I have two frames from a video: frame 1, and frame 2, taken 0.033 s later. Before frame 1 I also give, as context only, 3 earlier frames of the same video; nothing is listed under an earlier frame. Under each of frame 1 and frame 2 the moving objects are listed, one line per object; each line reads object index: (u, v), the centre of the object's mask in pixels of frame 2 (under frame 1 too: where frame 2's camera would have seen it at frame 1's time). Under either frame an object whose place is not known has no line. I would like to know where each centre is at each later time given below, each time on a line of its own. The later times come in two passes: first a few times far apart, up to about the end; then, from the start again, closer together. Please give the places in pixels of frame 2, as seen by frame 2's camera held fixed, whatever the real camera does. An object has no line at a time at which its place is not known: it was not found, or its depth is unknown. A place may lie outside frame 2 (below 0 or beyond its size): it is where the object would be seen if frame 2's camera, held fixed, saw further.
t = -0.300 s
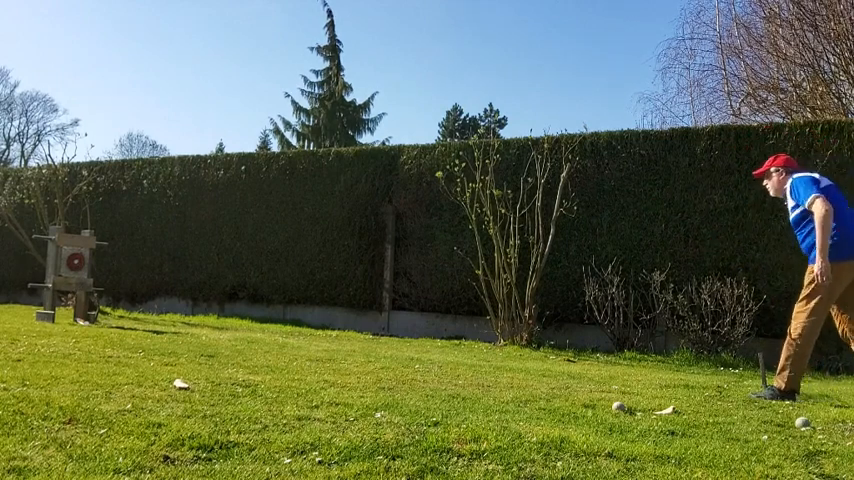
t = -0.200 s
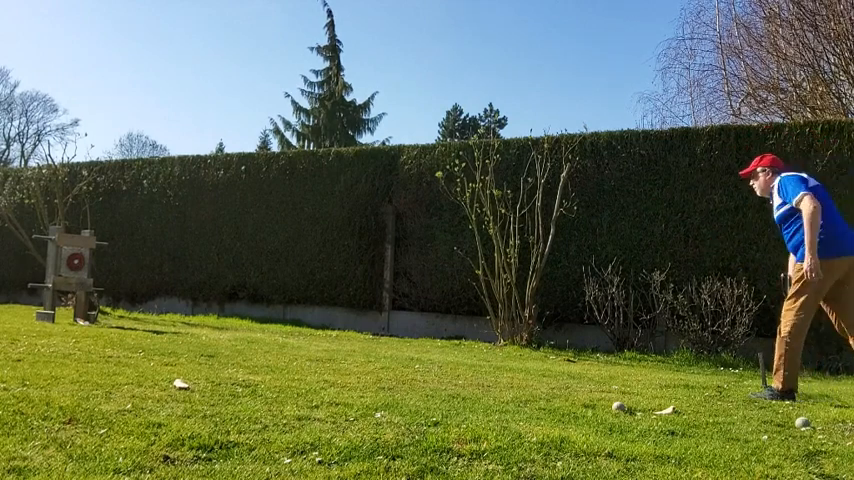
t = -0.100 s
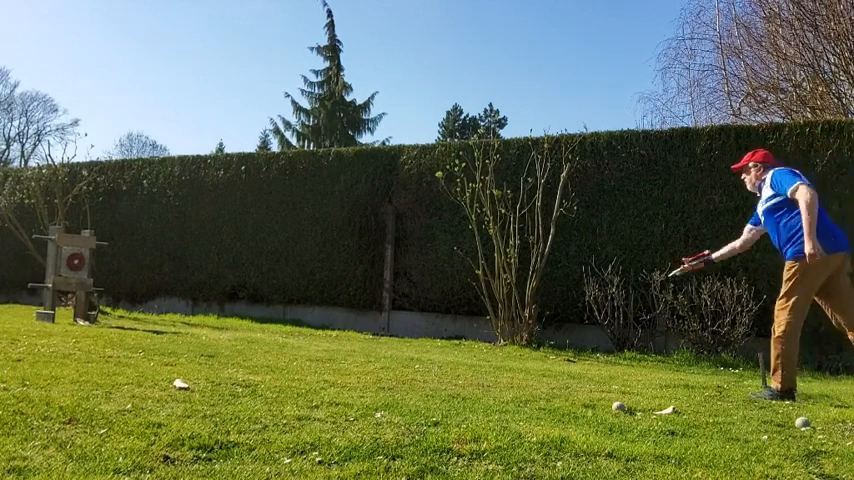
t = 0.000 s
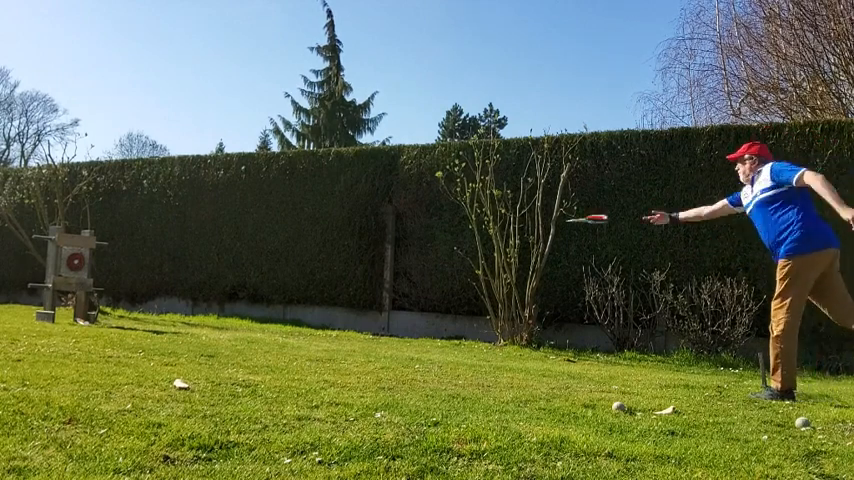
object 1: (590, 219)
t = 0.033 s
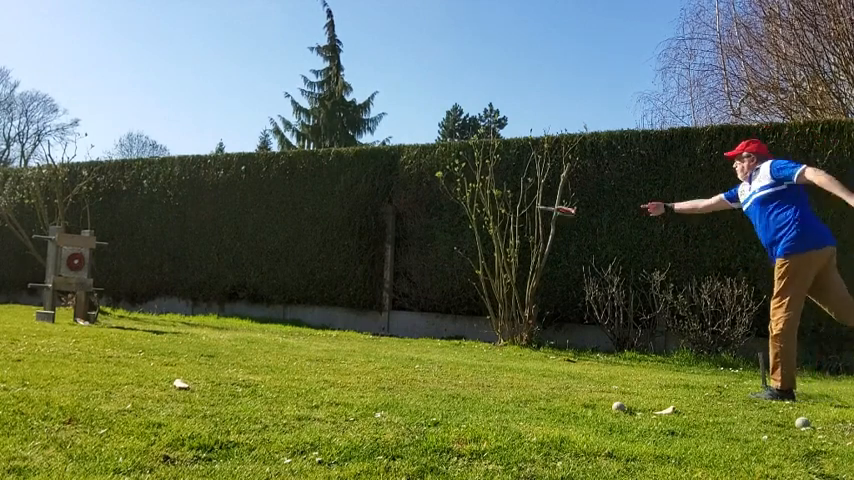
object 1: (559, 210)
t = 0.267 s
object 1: (371, 171)
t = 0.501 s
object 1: (234, 176)
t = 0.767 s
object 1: (106, 241)
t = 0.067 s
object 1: (526, 201)
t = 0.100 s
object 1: (503, 197)
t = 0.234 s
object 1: (393, 174)
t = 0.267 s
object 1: (371, 171)
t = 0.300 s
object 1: (350, 169)
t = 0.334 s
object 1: (328, 167)
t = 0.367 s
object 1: (308, 167)
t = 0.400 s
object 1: (289, 168)
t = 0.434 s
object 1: (269, 170)
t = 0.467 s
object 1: (253, 173)
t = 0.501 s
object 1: (234, 176)
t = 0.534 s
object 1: (216, 182)
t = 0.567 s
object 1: (200, 188)
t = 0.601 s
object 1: (182, 195)
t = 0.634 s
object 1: (166, 202)
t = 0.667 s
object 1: (151, 211)
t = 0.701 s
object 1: (136, 220)
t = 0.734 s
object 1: (120, 231)
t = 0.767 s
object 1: (106, 241)
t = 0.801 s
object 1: (95, 251)
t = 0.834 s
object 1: (87, 257)
